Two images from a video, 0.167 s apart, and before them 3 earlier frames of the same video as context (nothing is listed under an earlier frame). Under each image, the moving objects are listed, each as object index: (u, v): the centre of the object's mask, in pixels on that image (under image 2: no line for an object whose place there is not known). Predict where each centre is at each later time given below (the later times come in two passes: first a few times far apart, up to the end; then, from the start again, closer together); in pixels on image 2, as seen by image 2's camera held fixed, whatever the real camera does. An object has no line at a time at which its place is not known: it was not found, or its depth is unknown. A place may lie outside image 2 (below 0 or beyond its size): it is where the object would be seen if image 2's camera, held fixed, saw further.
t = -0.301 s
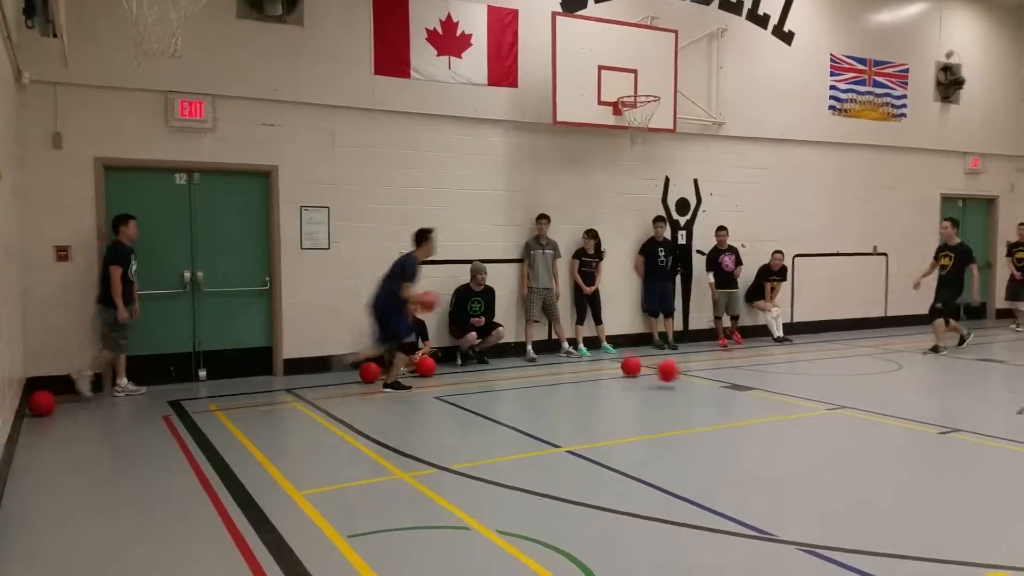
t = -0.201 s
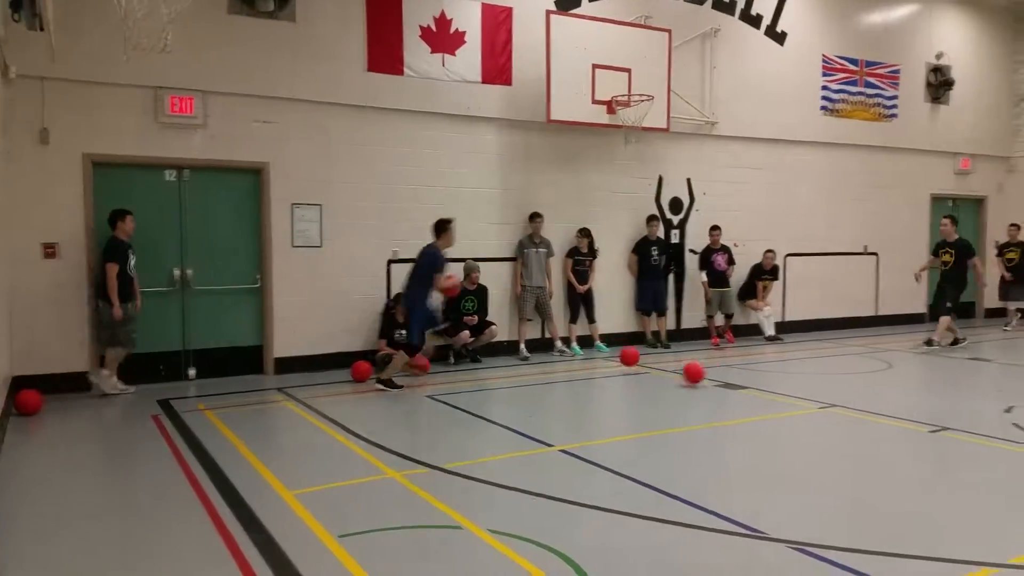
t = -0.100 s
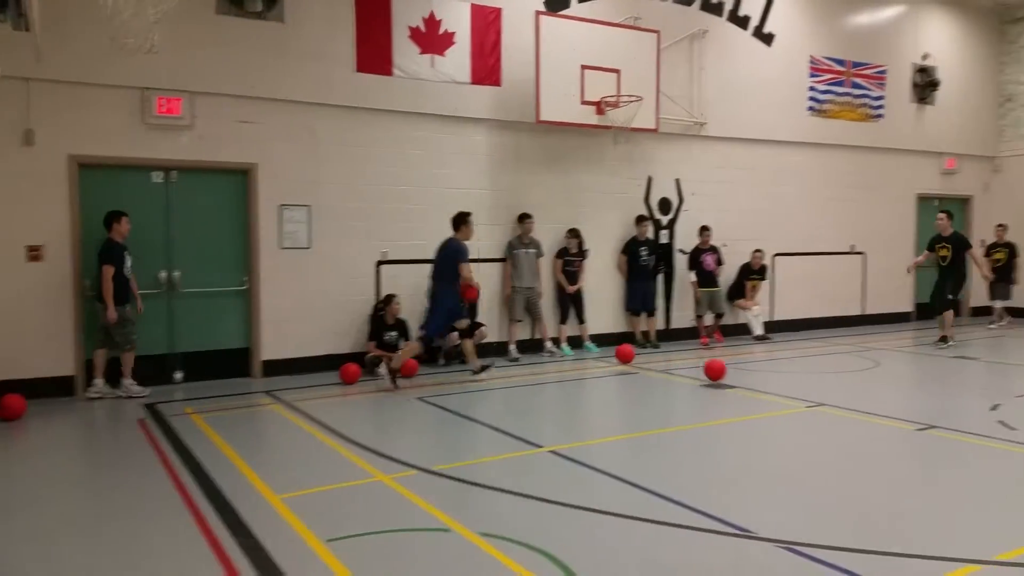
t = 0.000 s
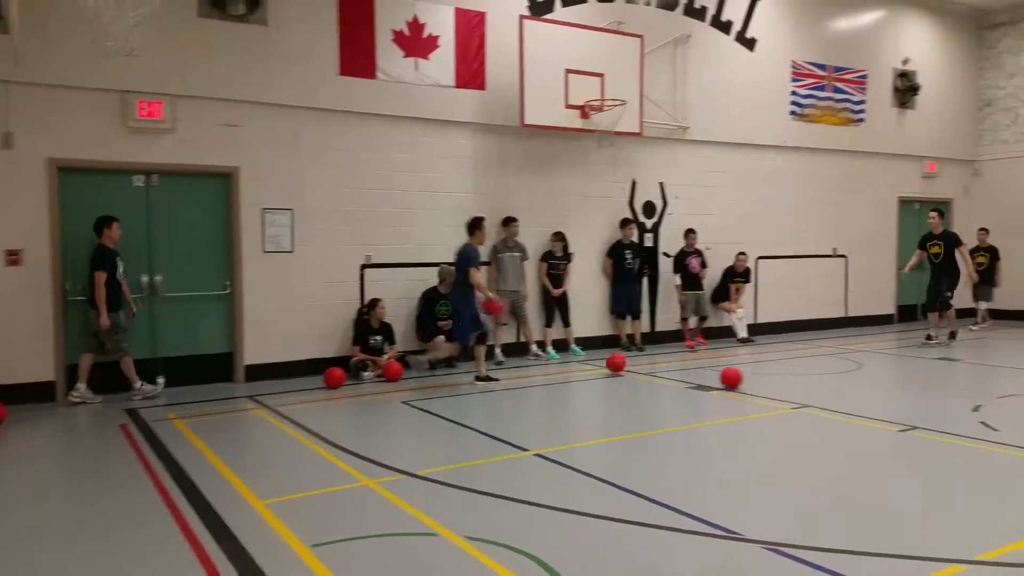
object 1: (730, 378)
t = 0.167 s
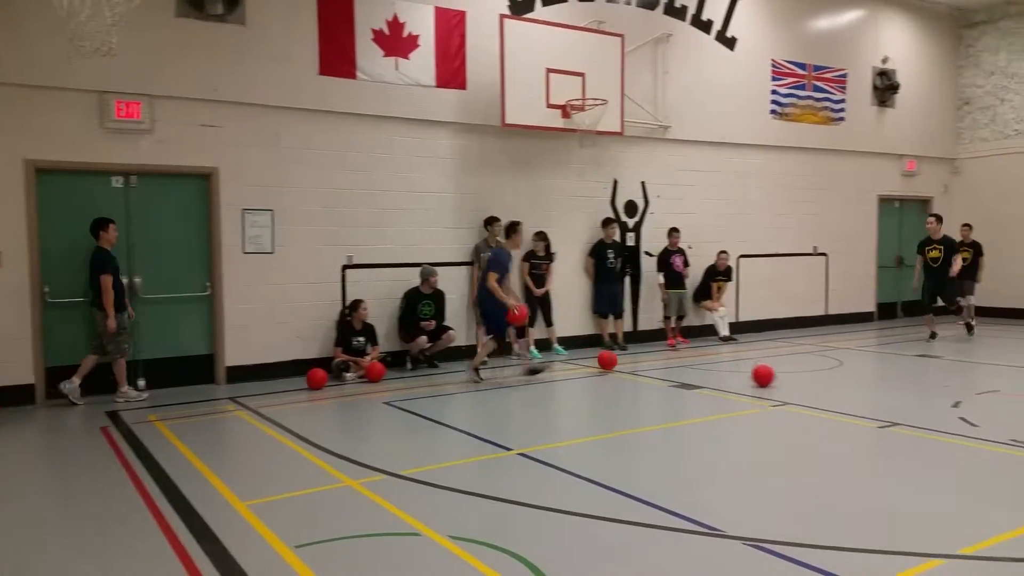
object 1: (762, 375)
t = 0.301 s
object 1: (801, 376)
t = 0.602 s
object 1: (885, 375)
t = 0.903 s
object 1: (959, 373)
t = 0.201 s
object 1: (772, 376)
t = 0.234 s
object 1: (782, 375)
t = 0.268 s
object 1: (792, 375)
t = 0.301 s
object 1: (801, 376)
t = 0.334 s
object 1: (811, 375)
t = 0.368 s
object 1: (820, 375)
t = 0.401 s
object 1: (829, 375)
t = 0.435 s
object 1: (839, 375)
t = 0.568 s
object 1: (876, 375)
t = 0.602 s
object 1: (885, 375)
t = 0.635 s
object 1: (893, 375)
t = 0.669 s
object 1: (897, 374)
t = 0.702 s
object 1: (904, 374)
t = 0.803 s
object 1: (936, 373)
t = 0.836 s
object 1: (945, 374)
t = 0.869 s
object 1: (951, 373)
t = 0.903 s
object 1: (959, 373)
